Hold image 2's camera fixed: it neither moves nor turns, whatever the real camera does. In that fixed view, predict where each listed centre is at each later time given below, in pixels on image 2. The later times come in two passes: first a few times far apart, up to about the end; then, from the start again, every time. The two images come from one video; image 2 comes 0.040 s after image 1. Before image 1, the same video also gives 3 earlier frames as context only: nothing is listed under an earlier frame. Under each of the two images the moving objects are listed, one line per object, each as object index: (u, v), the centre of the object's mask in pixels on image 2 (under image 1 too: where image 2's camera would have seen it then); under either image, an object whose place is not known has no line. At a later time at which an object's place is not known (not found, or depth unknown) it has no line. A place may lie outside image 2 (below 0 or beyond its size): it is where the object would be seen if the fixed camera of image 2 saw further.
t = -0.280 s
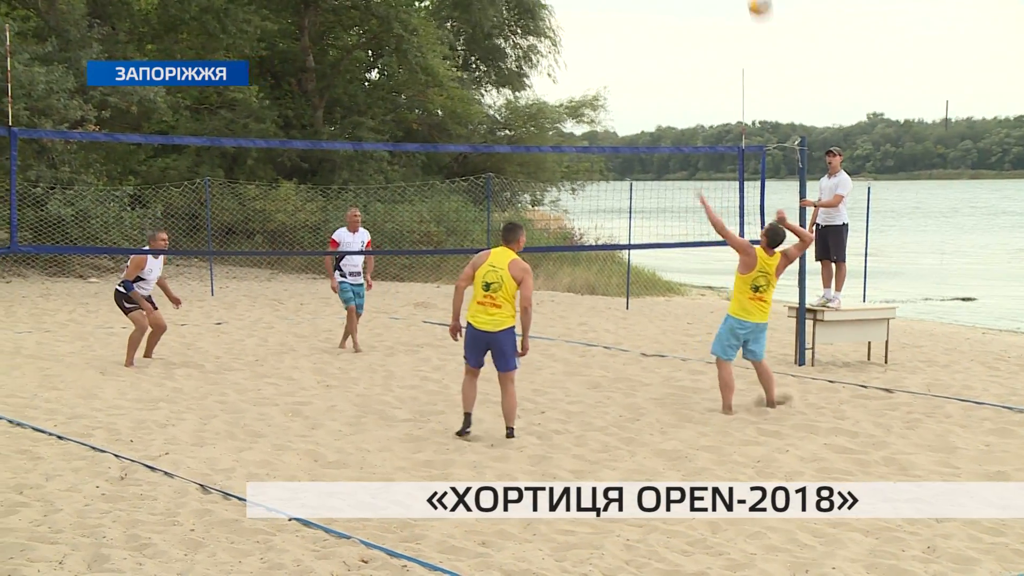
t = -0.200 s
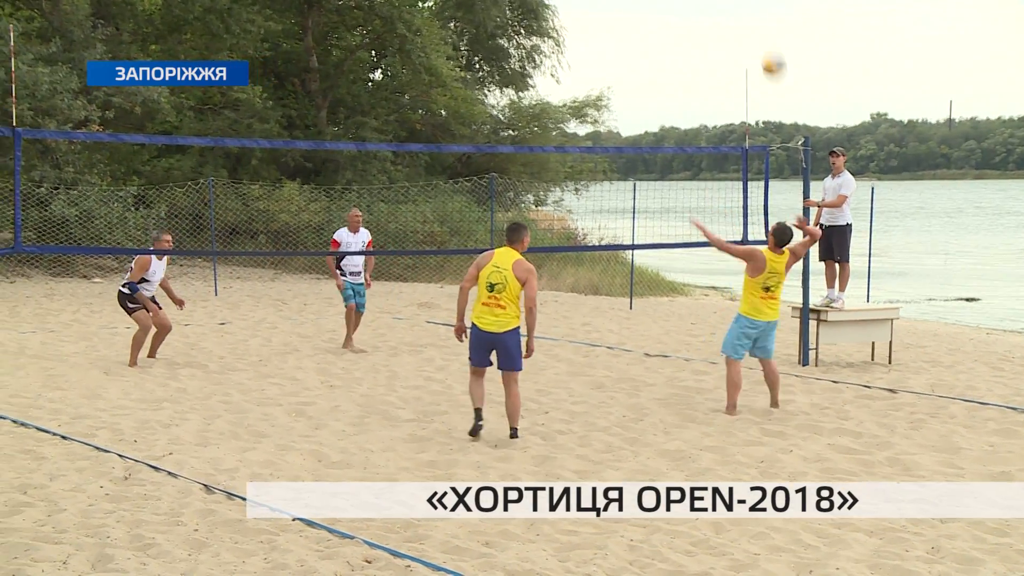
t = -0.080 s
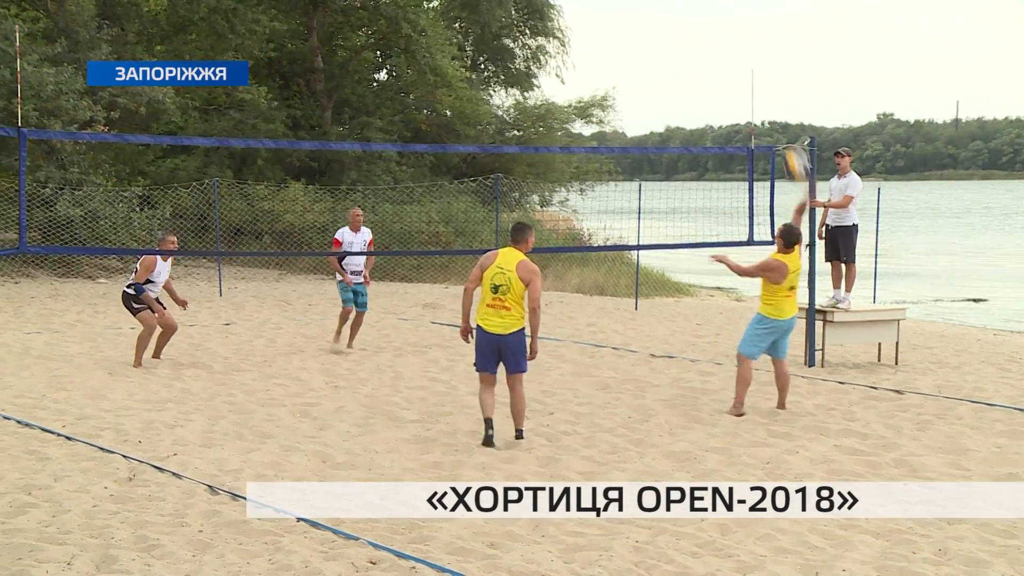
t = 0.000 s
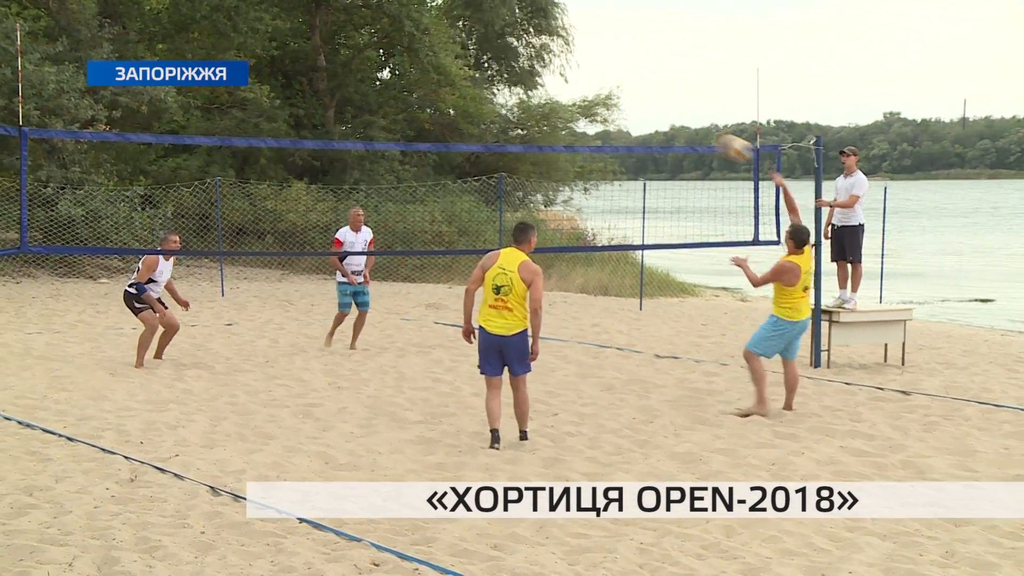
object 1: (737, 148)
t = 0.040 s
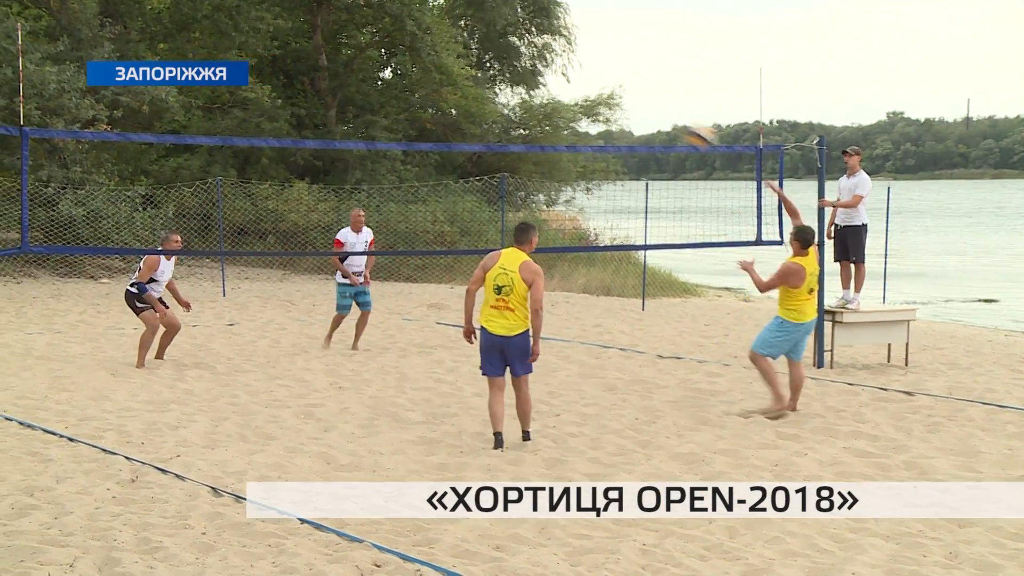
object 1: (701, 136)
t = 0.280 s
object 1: (489, 93)
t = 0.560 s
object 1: (299, 129)
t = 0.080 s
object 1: (663, 123)
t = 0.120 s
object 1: (621, 112)
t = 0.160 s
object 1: (589, 106)
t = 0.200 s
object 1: (556, 101)
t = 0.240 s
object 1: (522, 96)
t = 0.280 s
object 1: (489, 93)
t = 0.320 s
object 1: (460, 94)
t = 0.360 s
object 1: (430, 99)
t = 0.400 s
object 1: (402, 102)
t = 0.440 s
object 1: (376, 107)
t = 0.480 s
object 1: (349, 114)
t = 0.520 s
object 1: (324, 123)
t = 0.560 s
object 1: (299, 129)
